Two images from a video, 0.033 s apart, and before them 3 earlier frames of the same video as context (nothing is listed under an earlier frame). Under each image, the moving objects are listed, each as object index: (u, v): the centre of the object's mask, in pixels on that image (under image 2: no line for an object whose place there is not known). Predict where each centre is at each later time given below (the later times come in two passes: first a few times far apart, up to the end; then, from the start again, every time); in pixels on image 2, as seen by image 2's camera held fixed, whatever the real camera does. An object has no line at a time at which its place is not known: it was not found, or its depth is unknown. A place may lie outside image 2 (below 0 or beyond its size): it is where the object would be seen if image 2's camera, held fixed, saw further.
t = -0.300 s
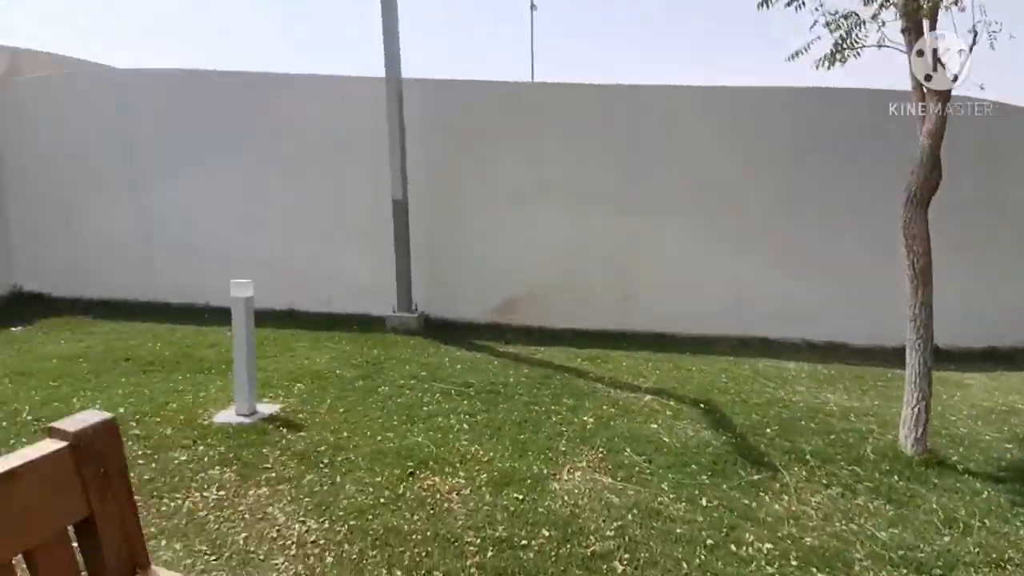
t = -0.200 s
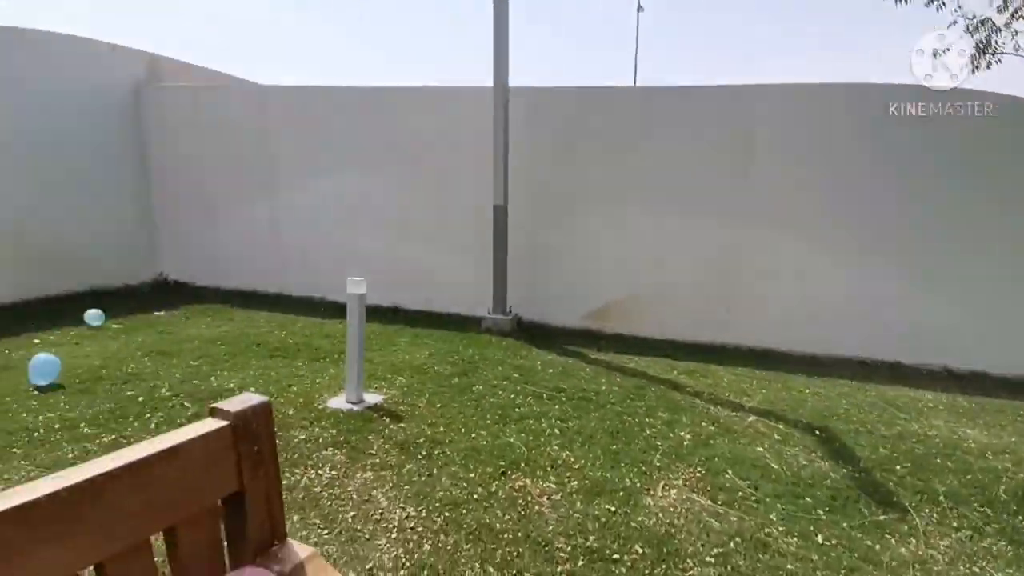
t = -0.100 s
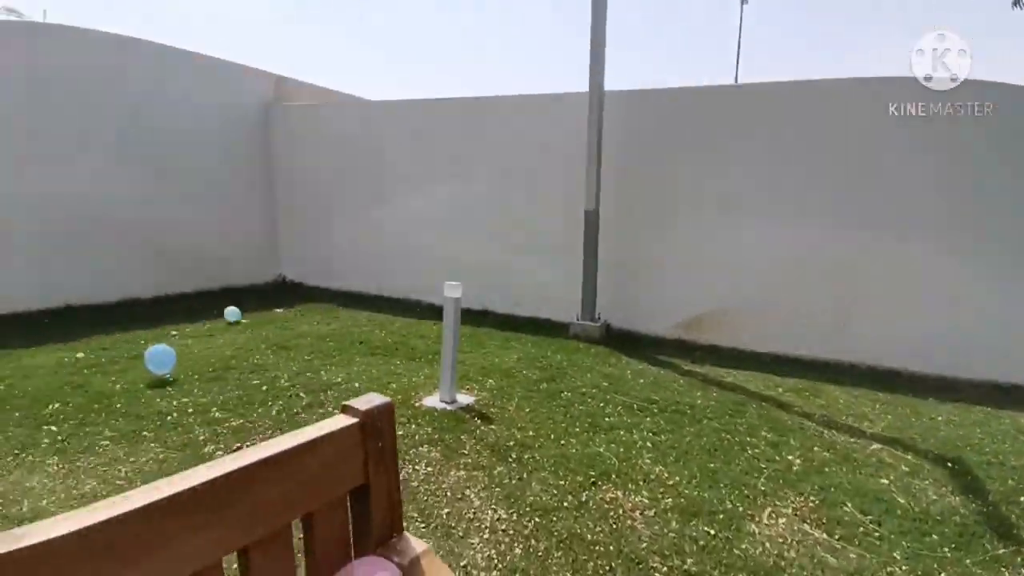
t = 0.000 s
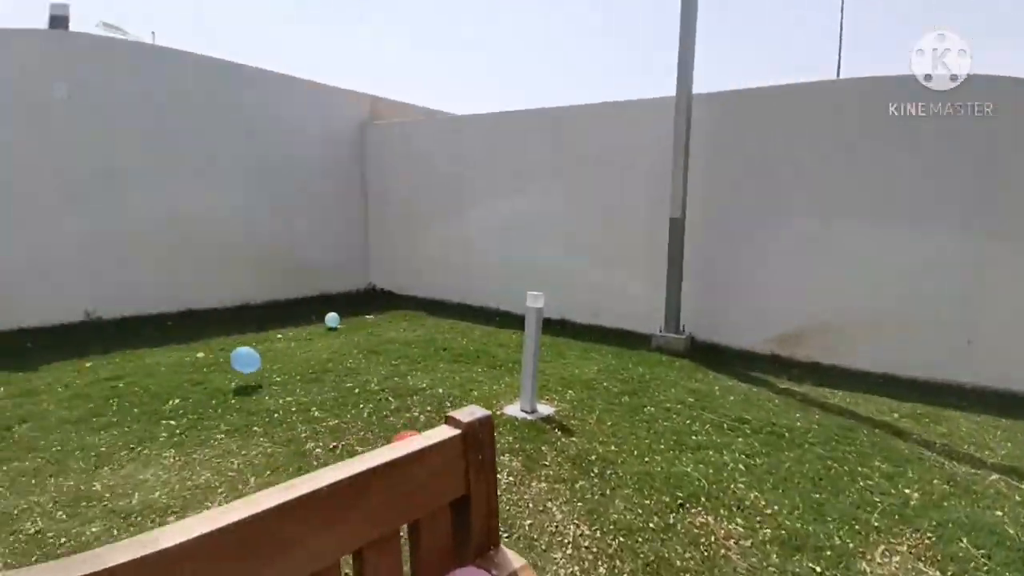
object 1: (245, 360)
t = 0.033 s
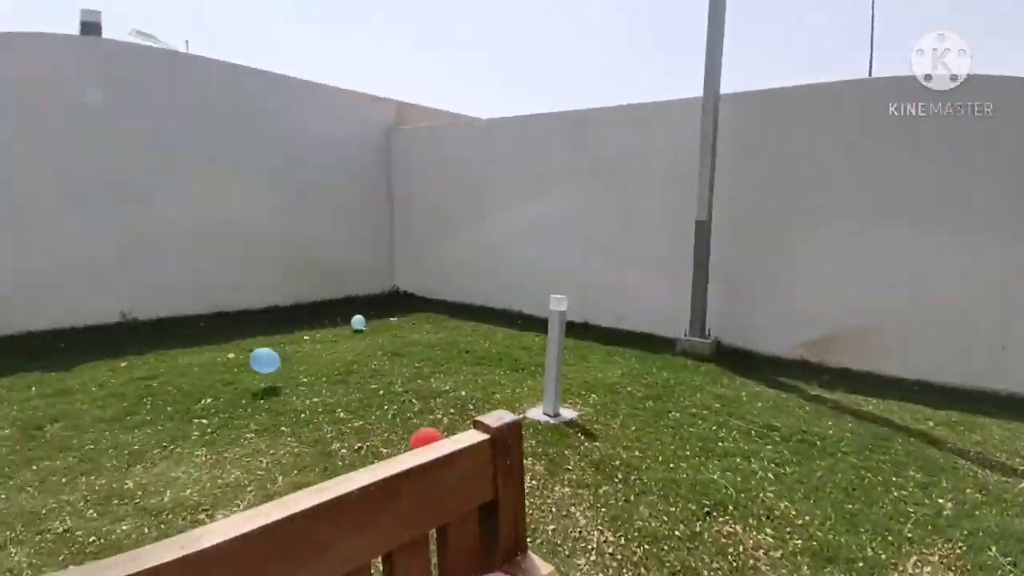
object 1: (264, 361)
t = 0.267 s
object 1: (192, 362)
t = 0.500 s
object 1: (111, 383)
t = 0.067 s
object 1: (256, 360)
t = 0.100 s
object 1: (247, 360)
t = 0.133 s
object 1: (238, 360)
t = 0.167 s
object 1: (227, 359)
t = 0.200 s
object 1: (215, 360)
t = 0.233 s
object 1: (203, 360)
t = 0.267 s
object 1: (192, 362)
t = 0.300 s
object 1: (181, 364)
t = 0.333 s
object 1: (171, 367)
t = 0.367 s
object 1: (160, 371)
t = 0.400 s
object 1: (148, 374)
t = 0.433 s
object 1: (136, 377)
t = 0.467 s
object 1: (123, 380)
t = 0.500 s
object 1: (111, 383)
